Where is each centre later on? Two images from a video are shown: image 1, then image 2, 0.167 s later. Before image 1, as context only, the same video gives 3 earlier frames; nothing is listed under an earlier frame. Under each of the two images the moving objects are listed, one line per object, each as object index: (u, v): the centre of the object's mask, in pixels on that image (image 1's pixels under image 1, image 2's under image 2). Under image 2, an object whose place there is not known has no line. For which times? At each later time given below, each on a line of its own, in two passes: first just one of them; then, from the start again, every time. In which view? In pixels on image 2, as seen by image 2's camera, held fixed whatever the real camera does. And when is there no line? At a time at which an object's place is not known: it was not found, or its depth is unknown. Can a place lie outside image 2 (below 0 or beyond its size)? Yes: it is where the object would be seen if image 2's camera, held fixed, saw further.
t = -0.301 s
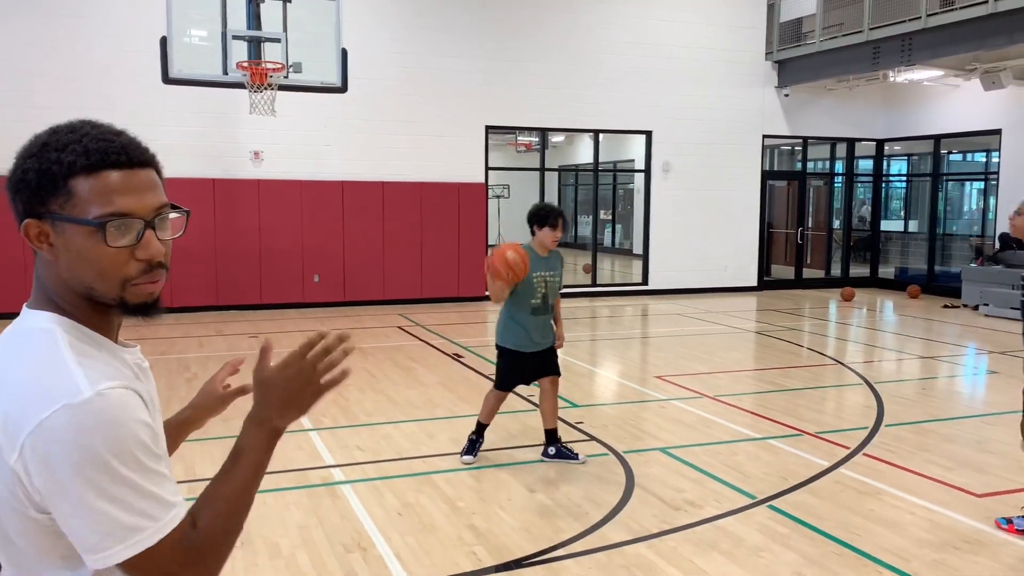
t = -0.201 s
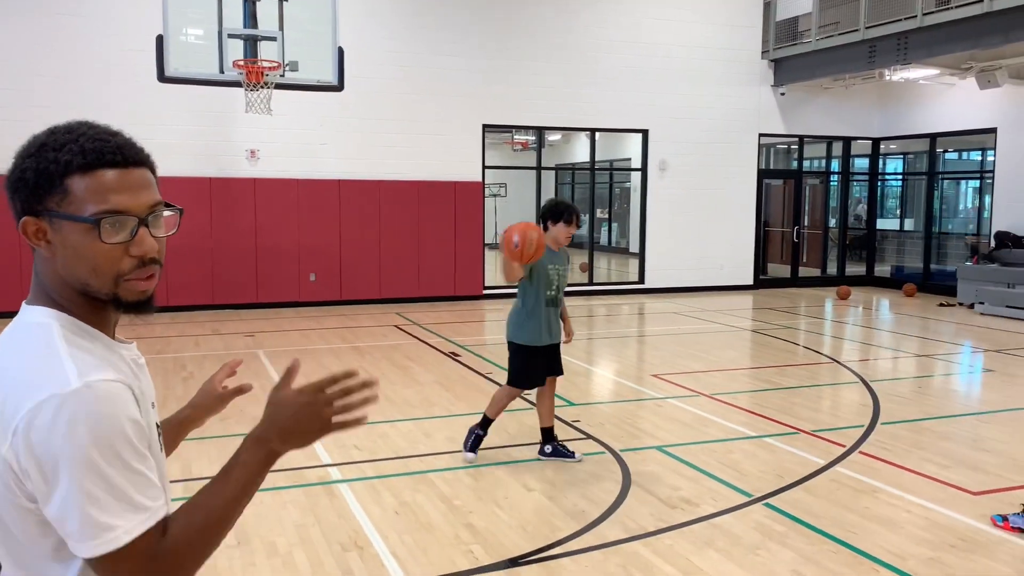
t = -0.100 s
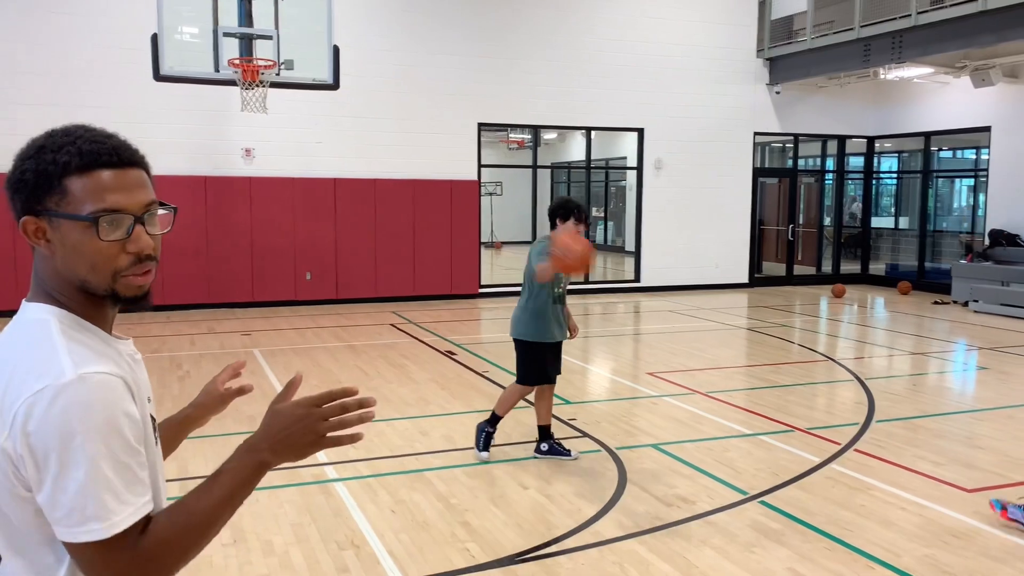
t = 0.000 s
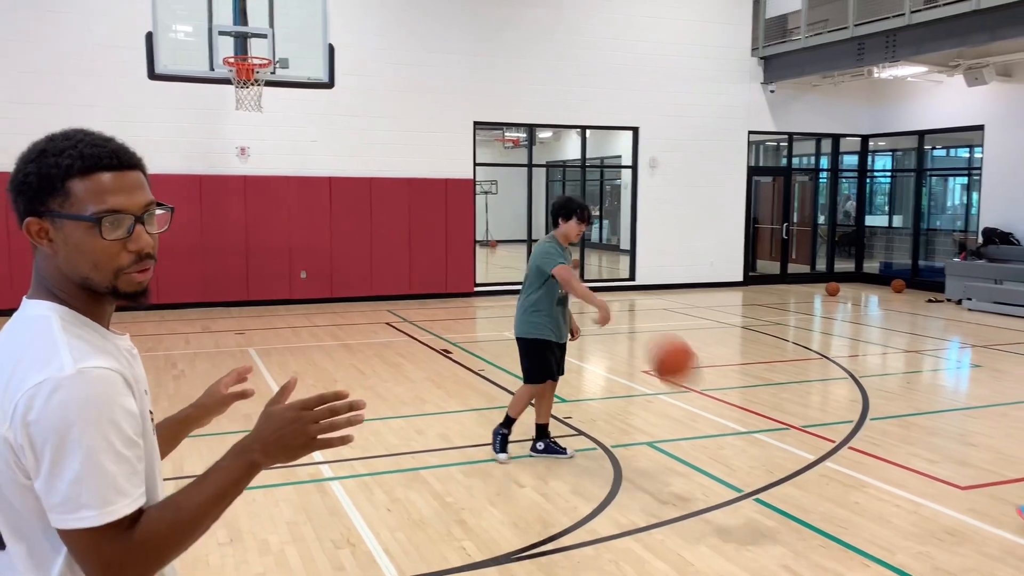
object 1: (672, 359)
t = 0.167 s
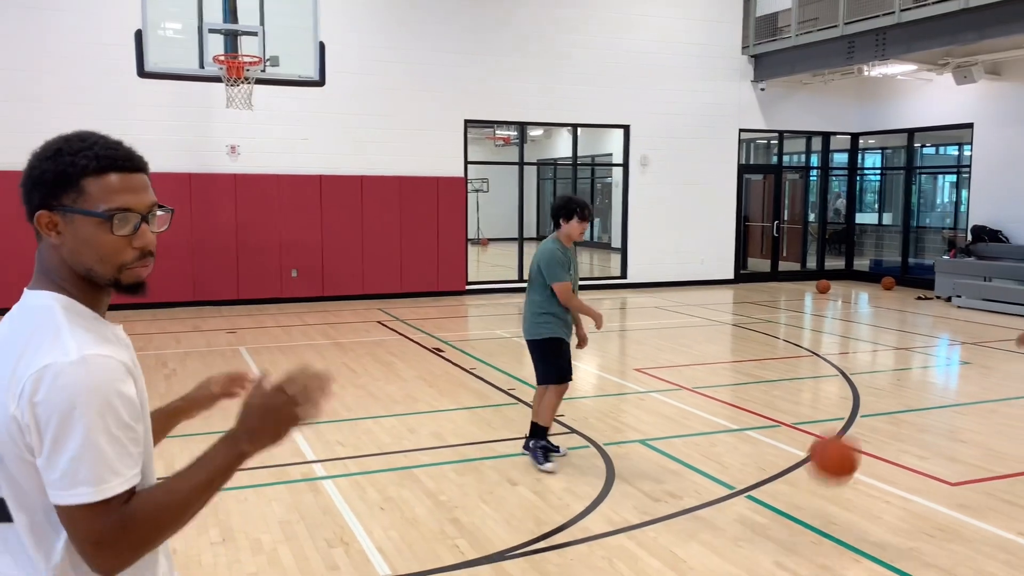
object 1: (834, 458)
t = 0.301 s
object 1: (923, 339)
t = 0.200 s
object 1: (856, 426)
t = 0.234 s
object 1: (878, 395)
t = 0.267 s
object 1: (900, 367)
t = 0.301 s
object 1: (923, 339)
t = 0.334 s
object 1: (947, 314)
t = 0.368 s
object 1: (971, 291)
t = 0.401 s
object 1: (994, 271)
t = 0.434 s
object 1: (1017, 254)
